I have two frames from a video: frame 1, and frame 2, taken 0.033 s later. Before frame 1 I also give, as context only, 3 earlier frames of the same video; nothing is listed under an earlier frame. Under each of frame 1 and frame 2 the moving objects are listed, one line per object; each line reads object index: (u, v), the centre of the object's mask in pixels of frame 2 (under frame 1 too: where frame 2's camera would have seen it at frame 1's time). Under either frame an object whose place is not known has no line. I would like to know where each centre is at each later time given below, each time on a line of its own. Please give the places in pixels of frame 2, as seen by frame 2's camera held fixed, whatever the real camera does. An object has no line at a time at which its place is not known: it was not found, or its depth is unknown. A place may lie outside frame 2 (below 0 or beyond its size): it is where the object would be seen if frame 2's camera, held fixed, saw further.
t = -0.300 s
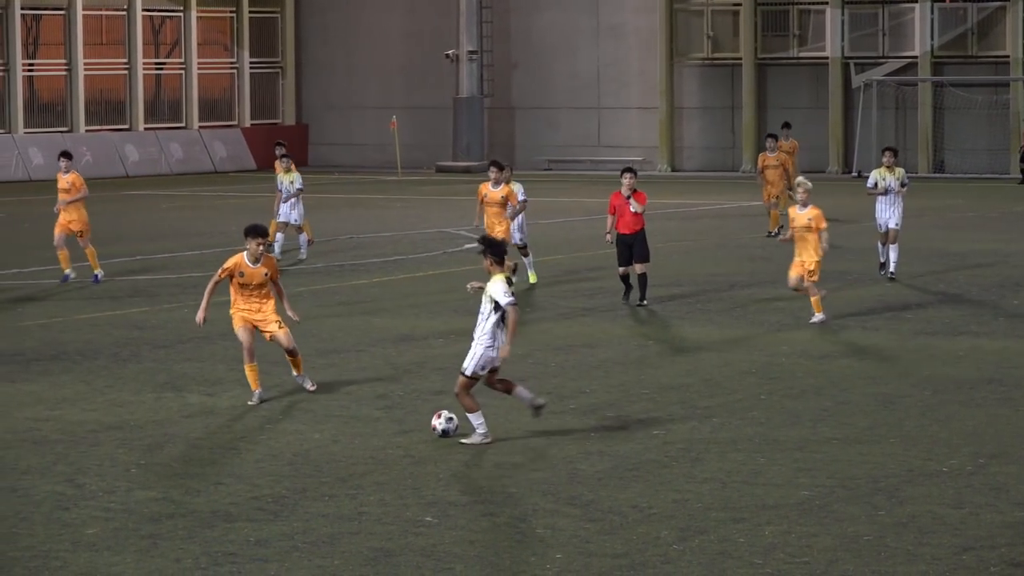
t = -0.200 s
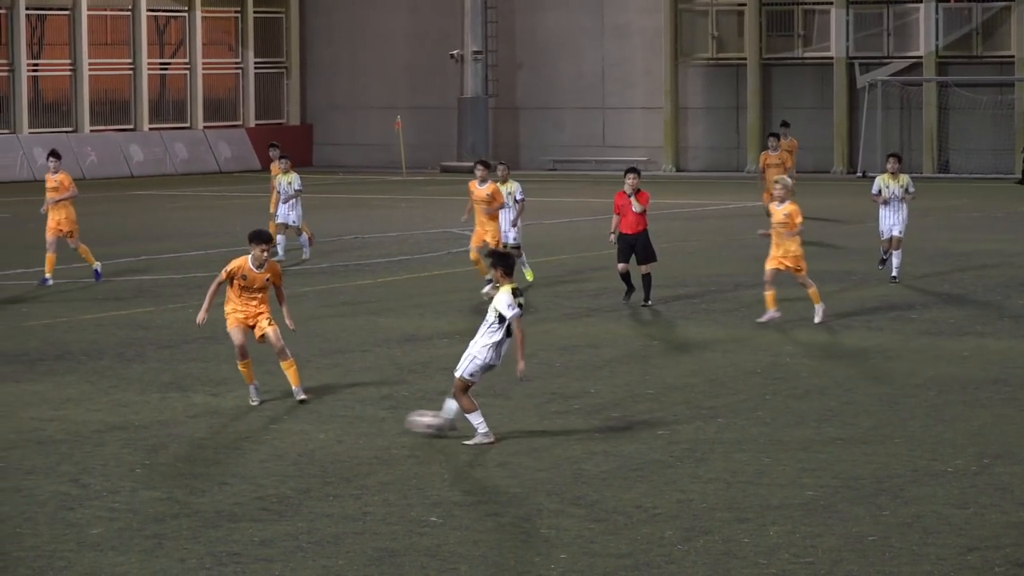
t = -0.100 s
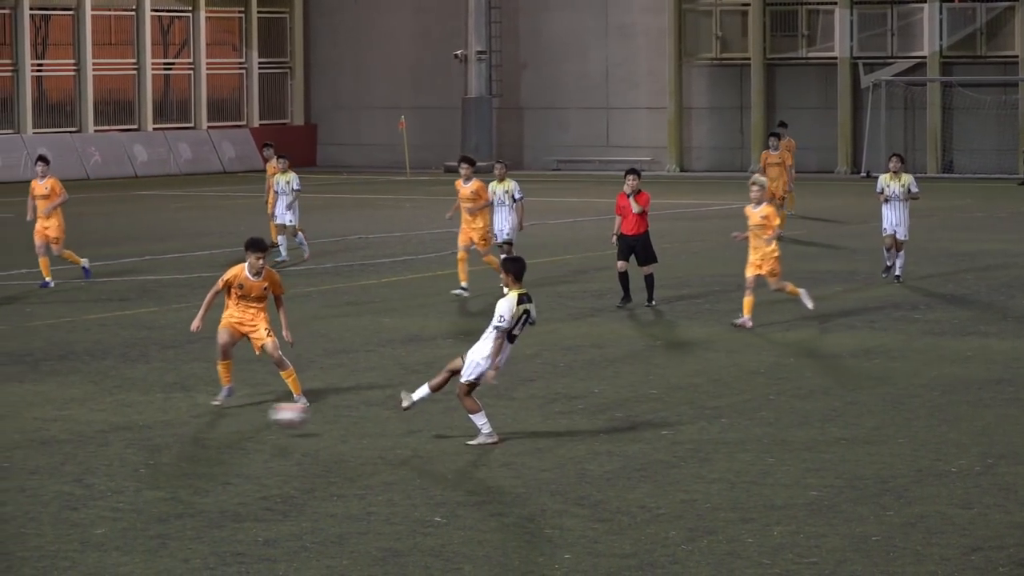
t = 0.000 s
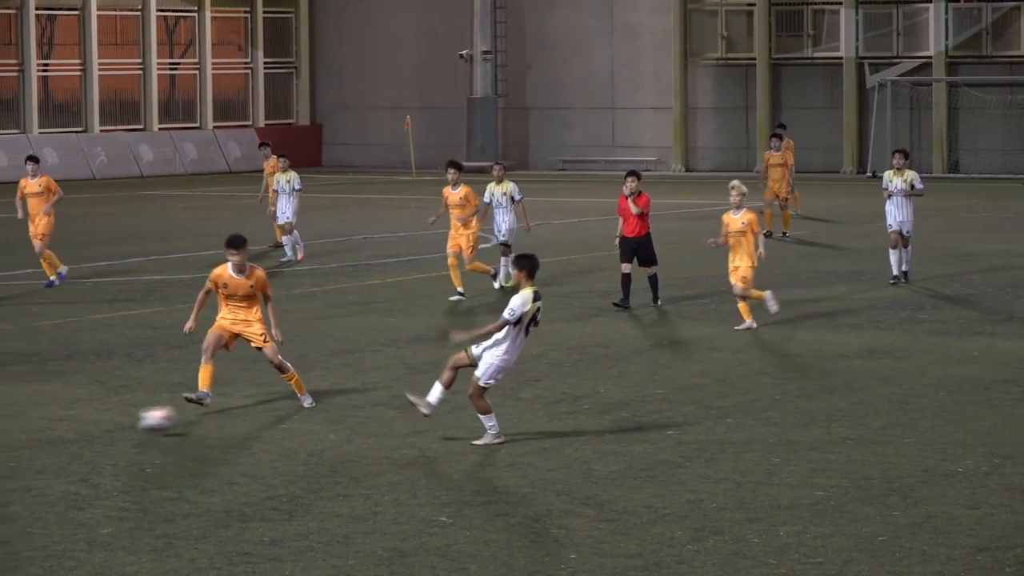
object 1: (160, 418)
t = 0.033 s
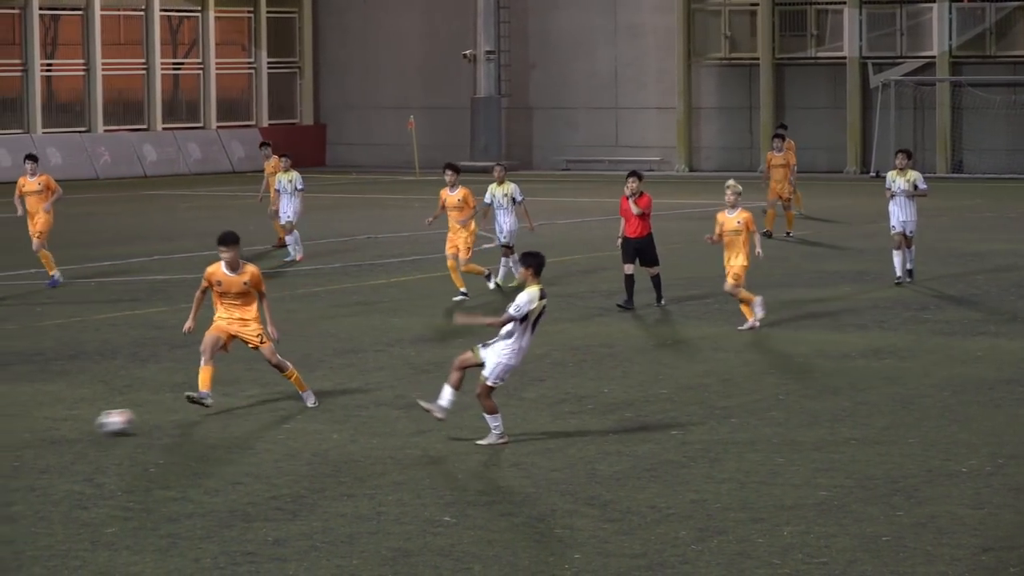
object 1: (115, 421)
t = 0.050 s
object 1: (94, 423)
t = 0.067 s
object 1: (74, 422)
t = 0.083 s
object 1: (53, 422)
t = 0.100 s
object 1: (34, 422)
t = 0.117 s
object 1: (15, 422)
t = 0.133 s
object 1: (-5, 422)
